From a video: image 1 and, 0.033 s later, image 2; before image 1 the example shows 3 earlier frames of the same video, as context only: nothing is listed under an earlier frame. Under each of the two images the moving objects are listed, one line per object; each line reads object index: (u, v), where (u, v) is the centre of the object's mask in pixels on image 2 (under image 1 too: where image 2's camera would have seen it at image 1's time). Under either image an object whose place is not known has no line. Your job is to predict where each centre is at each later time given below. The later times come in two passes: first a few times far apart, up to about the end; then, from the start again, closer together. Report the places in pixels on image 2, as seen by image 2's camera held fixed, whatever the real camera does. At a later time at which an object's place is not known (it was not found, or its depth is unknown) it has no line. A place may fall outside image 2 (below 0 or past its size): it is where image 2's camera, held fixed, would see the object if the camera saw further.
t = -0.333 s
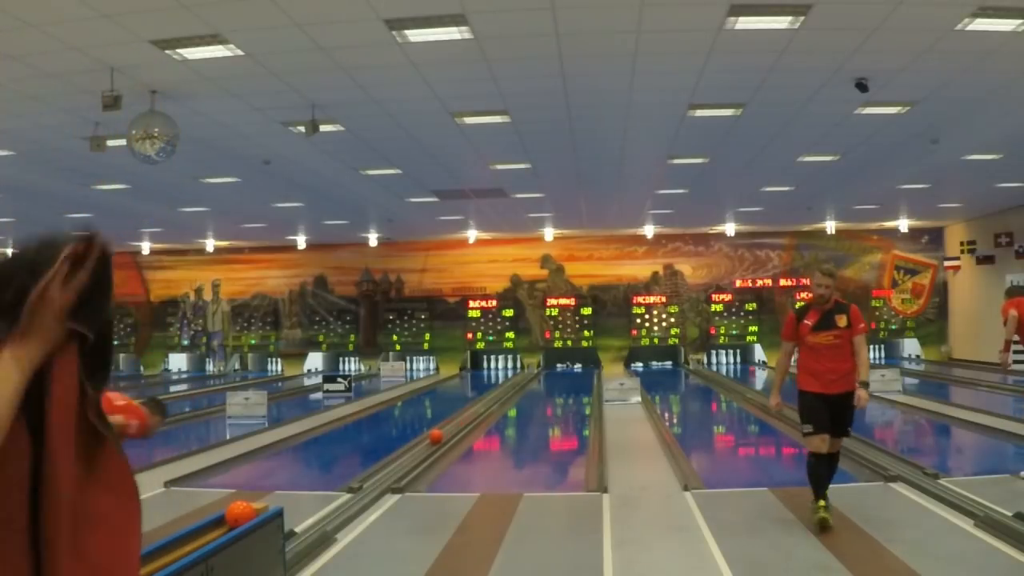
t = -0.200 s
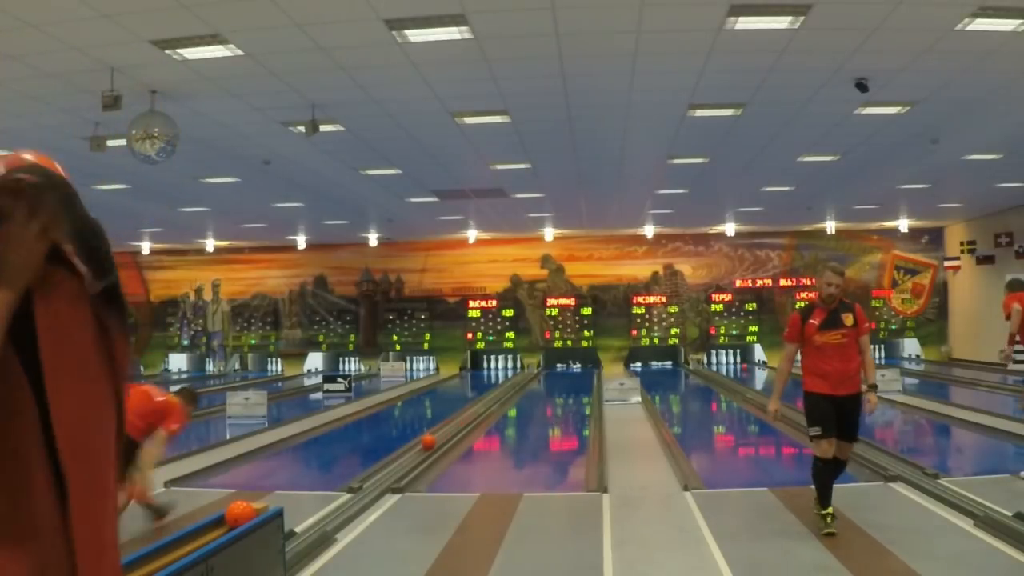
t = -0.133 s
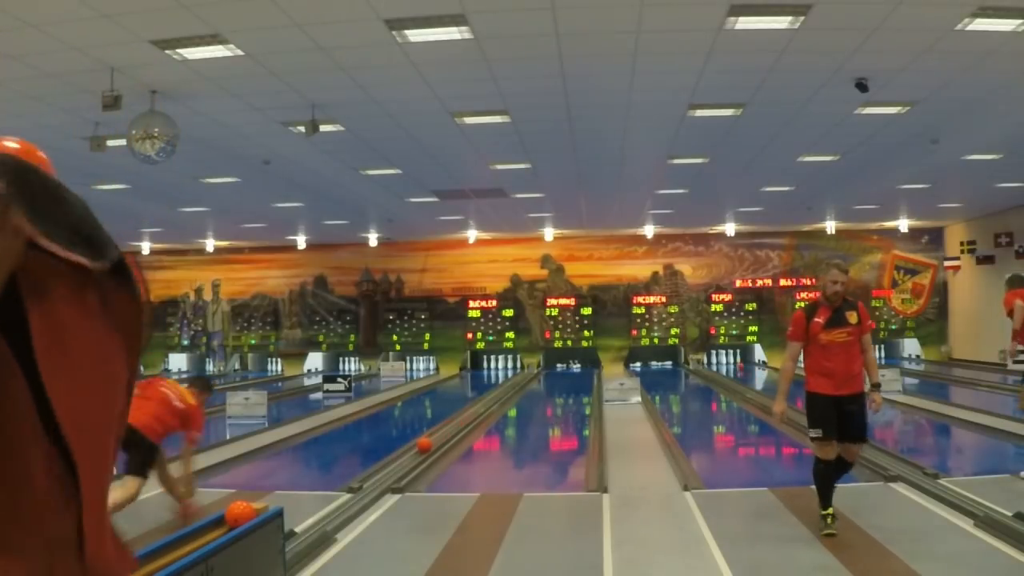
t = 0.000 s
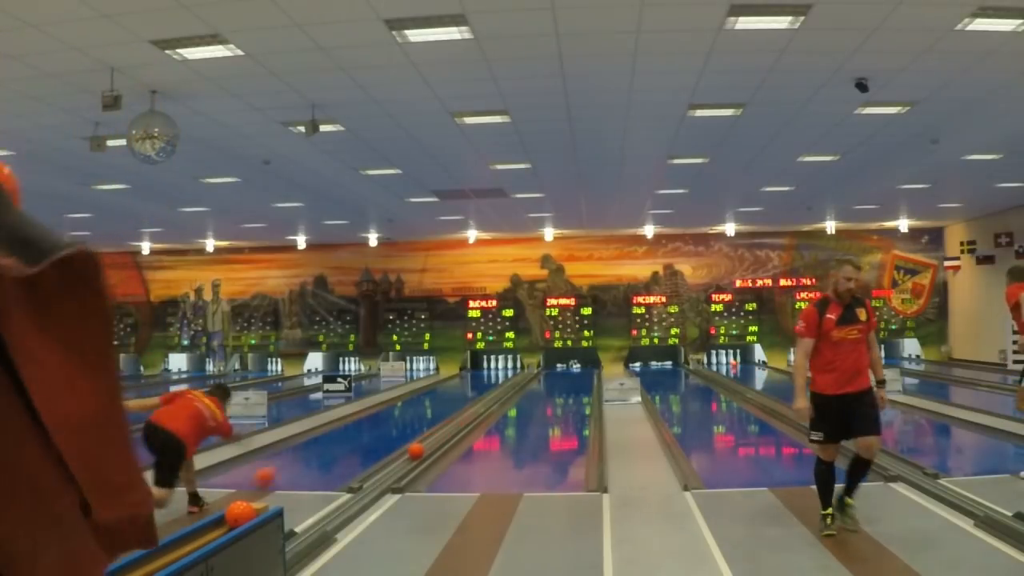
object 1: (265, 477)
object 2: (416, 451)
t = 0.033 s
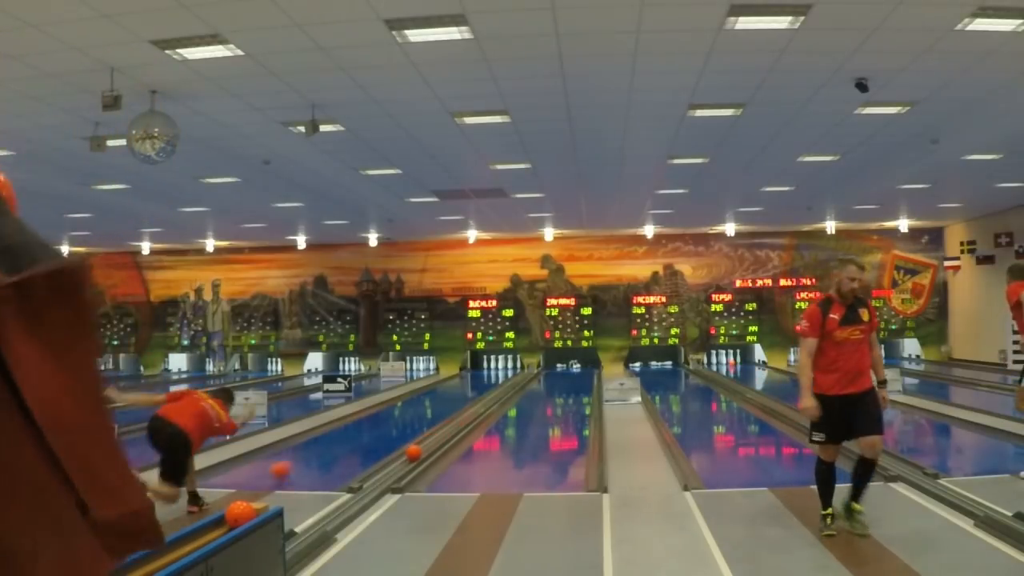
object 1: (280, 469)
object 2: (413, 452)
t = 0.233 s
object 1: (349, 437)
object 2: (398, 463)
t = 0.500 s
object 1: (405, 411)
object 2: (374, 480)
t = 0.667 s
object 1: (428, 400)
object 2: (356, 493)
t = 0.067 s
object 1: (295, 464)
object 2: (411, 454)
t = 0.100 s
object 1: (308, 457)
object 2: (409, 456)
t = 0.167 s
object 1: (330, 447)
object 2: (404, 459)
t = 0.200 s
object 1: (340, 442)
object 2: (401, 462)
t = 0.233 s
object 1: (349, 437)
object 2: (398, 463)
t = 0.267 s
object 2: (396, 465)
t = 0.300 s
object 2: (393, 467)
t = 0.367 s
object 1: (381, 422)
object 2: (387, 472)
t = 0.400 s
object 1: (388, 419)
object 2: (384, 473)
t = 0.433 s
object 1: (393, 416)
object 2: (381, 476)
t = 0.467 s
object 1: (399, 413)
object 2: (377, 478)
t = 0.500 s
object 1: (405, 411)
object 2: (374, 480)
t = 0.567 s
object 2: (367, 485)
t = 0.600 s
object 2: (363, 488)
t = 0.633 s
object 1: (423, 402)
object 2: (360, 490)
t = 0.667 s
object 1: (428, 400)
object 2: (356, 493)
